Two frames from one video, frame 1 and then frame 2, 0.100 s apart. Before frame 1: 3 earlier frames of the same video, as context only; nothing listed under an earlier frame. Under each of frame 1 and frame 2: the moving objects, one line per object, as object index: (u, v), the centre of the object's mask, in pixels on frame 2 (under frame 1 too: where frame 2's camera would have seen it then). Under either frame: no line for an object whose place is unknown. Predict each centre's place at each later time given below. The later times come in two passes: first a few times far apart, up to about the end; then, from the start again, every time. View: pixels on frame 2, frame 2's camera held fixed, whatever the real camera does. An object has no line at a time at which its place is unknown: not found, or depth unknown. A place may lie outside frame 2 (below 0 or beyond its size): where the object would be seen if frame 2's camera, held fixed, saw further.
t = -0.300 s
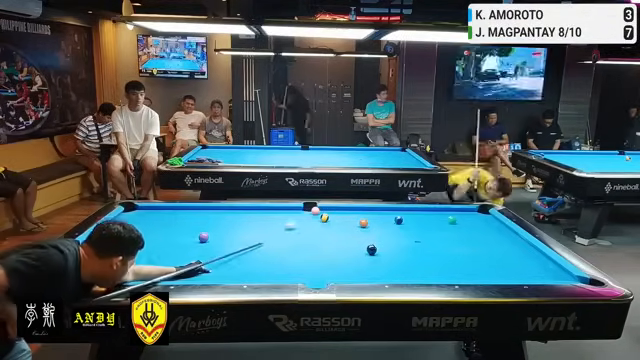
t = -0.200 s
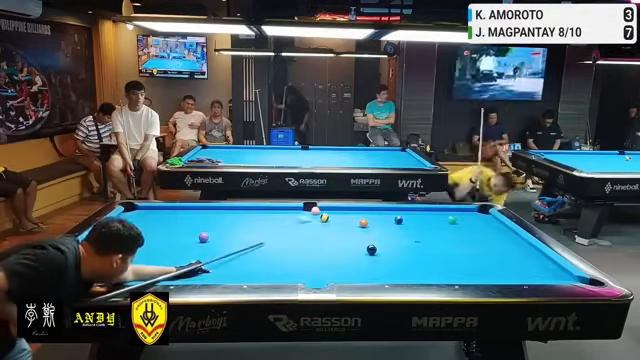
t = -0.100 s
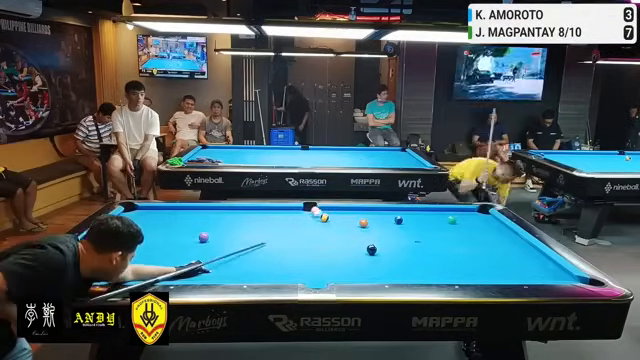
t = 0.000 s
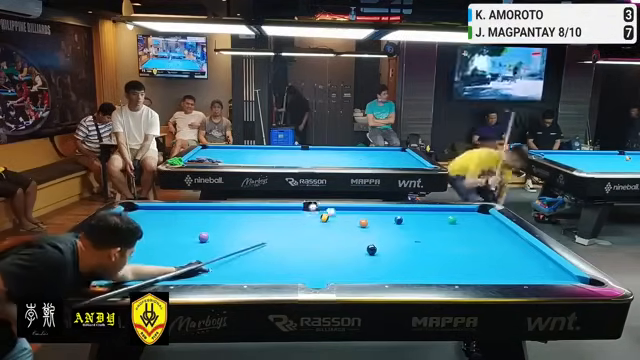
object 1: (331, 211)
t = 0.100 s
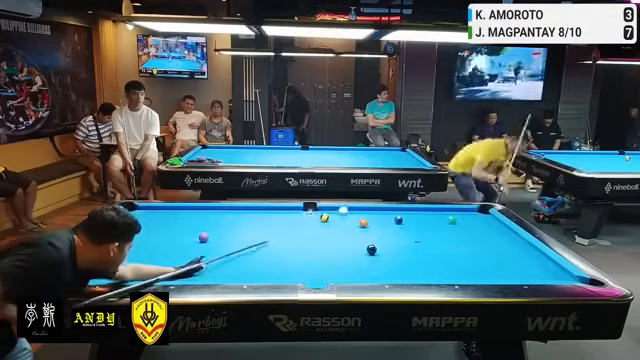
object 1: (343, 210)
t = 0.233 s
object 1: (359, 209)
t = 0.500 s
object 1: (396, 211)
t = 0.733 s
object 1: (428, 212)
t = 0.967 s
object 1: (461, 214)
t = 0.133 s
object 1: (347, 210)
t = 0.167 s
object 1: (351, 210)
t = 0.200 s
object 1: (355, 210)
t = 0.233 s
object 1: (359, 209)
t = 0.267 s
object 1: (363, 209)
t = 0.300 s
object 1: (368, 209)
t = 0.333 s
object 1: (372, 209)
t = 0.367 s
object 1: (377, 209)
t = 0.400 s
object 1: (382, 210)
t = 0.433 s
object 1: (387, 210)
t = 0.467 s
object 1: (391, 210)
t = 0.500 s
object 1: (396, 211)
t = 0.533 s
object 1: (401, 211)
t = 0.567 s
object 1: (405, 211)
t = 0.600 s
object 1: (409, 211)
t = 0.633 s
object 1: (414, 212)
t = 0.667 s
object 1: (419, 212)
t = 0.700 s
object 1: (424, 212)
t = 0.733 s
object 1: (428, 212)
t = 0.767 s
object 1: (433, 212)
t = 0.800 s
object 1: (438, 212)
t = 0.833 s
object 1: (442, 213)
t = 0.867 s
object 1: (447, 213)
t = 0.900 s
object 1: (452, 213)
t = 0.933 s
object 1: (456, 213)
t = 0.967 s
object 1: (461, 214)
